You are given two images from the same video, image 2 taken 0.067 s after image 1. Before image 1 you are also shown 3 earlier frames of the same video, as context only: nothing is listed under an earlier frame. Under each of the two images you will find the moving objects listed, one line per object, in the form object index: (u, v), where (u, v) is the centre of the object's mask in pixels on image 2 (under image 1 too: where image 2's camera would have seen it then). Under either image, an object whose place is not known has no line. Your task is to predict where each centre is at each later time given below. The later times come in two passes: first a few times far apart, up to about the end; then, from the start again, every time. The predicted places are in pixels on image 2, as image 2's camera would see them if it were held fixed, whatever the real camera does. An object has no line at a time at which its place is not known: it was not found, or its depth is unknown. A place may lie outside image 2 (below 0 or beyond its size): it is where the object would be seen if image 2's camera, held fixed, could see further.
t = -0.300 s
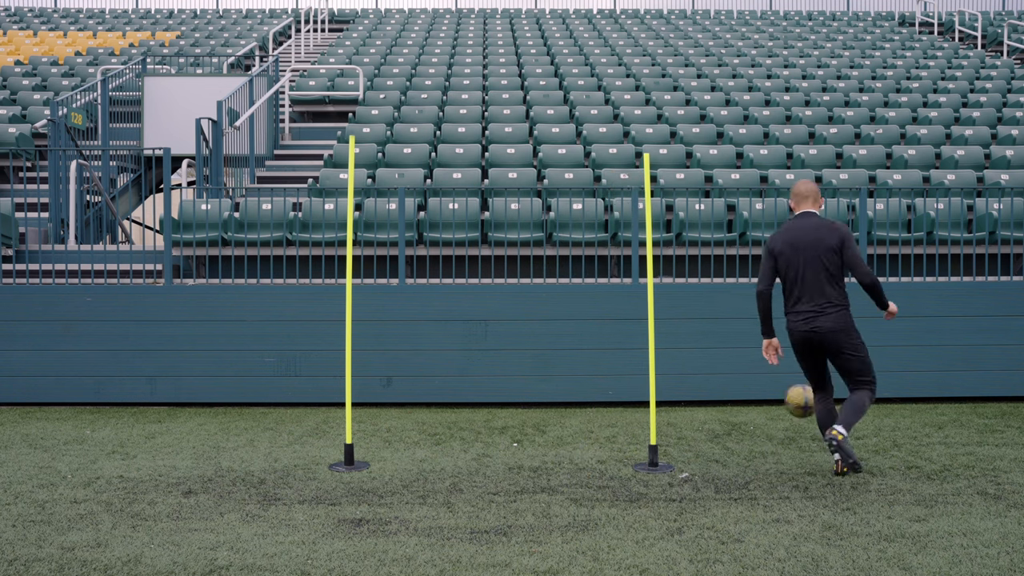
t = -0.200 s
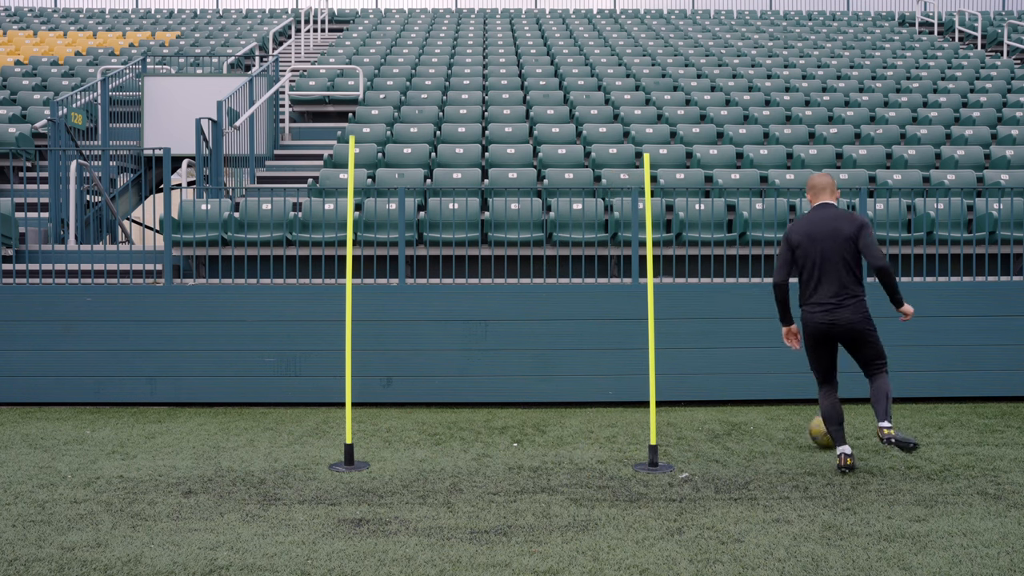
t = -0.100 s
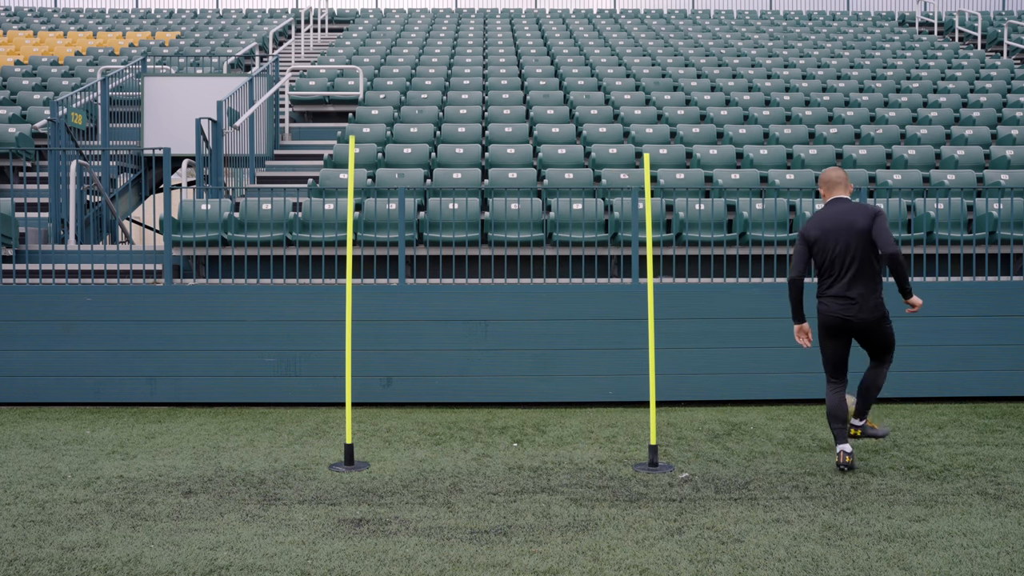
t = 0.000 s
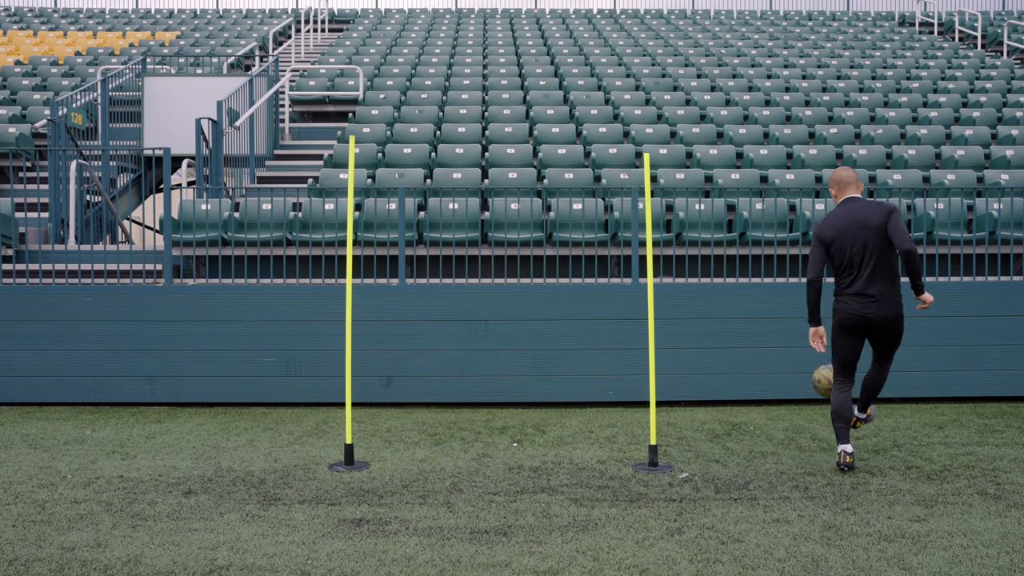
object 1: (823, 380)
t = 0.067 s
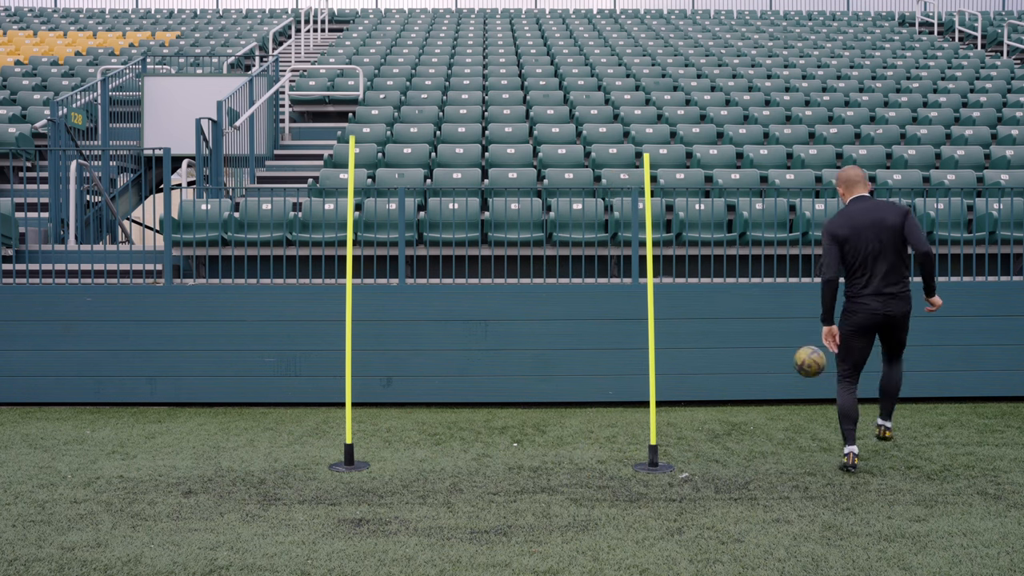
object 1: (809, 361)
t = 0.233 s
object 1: (772, 346)
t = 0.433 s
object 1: (808, 395)
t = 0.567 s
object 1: (828, 403)
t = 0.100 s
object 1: (800, 355)
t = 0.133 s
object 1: (791, 350)
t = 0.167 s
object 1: (783, 347)
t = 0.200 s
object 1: (776, 345)
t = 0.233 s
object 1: (772, 346)
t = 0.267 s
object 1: (778, 350)
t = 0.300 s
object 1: (783, 355)
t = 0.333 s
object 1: (789, 363)
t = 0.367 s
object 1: (795, 372)
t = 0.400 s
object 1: (801, 382)
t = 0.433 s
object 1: (808, 395)
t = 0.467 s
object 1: (815, 410)
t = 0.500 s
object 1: (820, 418)
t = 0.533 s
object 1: (824, 410)
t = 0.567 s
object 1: (828, 403)
